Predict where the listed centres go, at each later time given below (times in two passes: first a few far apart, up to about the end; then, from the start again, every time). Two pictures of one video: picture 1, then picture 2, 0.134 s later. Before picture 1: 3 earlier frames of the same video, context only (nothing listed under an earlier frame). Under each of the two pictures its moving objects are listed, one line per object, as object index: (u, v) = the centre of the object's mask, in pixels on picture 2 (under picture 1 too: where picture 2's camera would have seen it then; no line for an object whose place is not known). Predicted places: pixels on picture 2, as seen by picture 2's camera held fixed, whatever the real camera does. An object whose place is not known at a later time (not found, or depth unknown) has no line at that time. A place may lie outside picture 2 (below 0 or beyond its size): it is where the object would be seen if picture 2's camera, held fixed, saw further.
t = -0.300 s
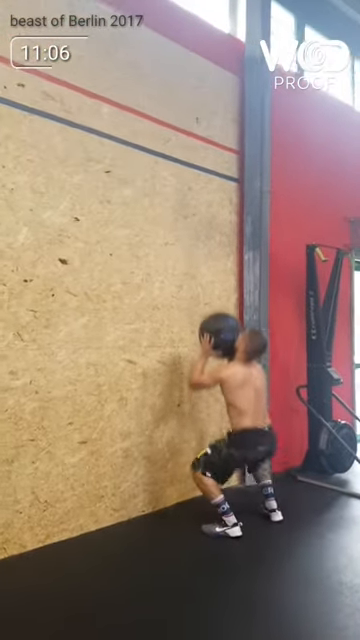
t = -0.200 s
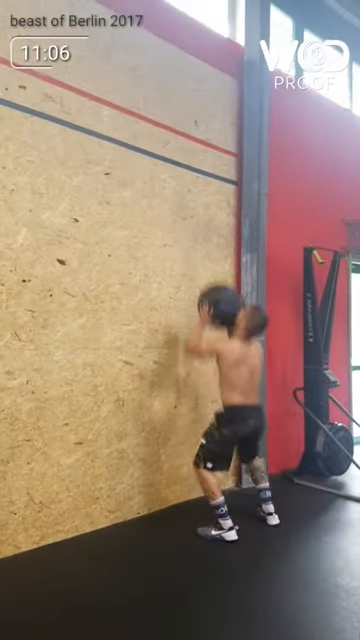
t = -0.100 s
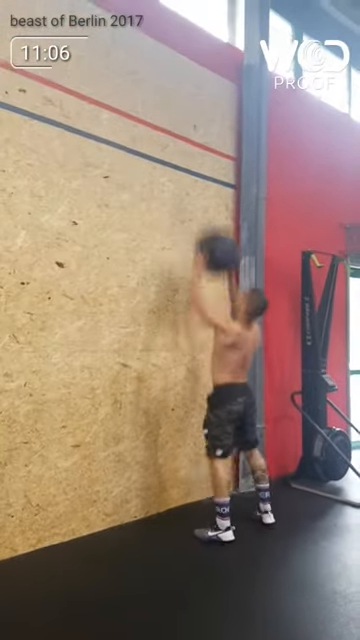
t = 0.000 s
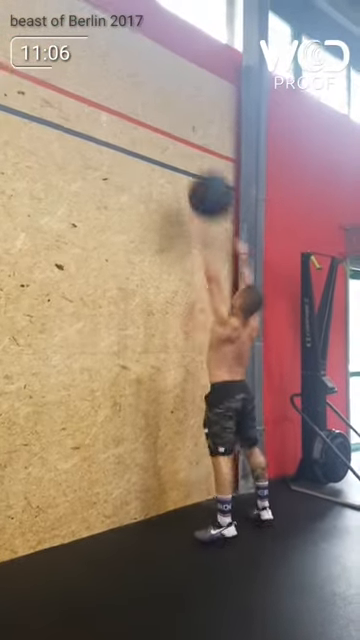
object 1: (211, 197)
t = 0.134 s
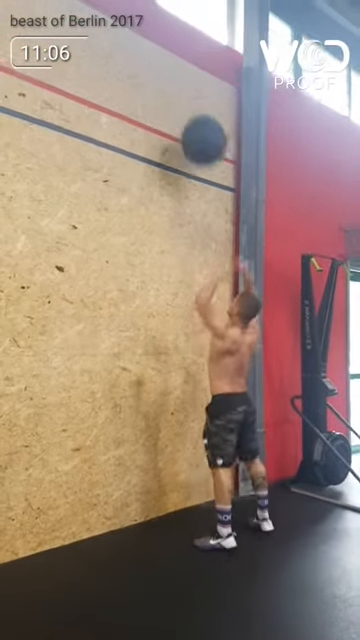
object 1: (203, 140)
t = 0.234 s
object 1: (197, 114)
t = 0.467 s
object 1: (194, 101)
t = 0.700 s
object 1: (202, 146)
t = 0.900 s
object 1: (207, 246)
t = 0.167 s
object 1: (201, 130)
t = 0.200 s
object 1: (199, 122)
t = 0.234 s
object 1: (197, 114)
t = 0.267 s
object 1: (195, 109)
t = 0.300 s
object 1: (193, 105)
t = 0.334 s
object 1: (191, 102)
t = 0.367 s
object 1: (191, 101)
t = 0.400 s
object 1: (192, 100)
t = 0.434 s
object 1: (193, 100)
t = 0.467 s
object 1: (194, 101)
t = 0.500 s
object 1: (195, 103)
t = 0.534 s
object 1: (197, 106)
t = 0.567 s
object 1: (198, 111)
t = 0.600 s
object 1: (199, 118)
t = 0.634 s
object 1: (200, 127)
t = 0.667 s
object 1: (201, 136)
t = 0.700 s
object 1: (202, 146)
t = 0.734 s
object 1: (203, 159)
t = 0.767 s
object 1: (204, 173)
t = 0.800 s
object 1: (205, 190)
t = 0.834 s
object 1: (205, 207)
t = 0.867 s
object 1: (207, 226)
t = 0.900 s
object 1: (207, 246)
